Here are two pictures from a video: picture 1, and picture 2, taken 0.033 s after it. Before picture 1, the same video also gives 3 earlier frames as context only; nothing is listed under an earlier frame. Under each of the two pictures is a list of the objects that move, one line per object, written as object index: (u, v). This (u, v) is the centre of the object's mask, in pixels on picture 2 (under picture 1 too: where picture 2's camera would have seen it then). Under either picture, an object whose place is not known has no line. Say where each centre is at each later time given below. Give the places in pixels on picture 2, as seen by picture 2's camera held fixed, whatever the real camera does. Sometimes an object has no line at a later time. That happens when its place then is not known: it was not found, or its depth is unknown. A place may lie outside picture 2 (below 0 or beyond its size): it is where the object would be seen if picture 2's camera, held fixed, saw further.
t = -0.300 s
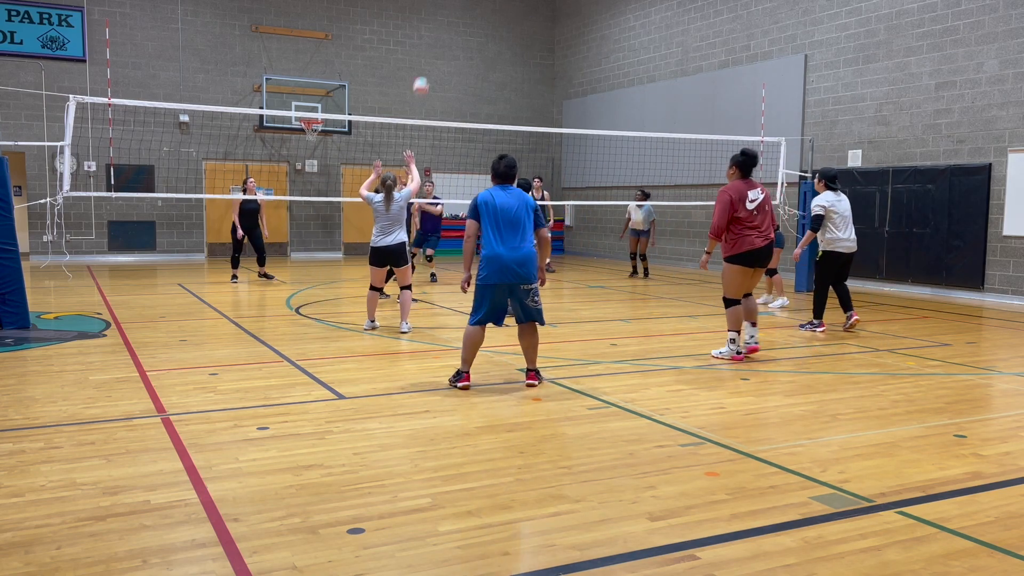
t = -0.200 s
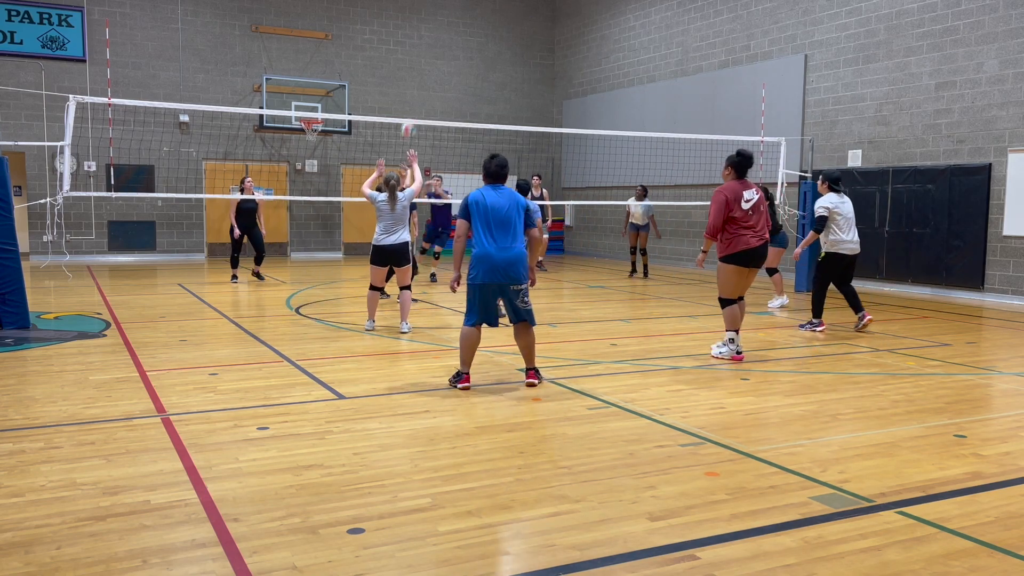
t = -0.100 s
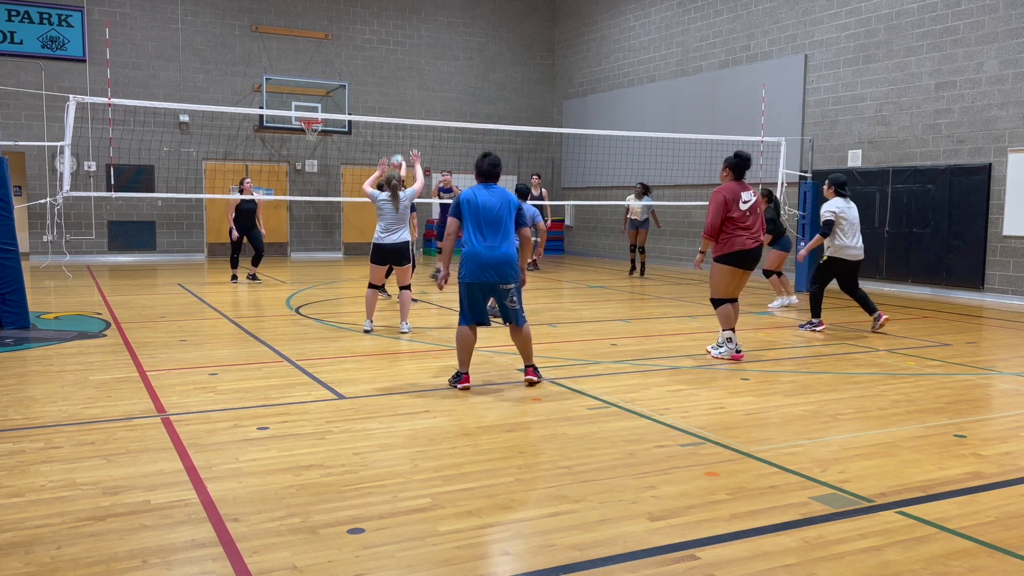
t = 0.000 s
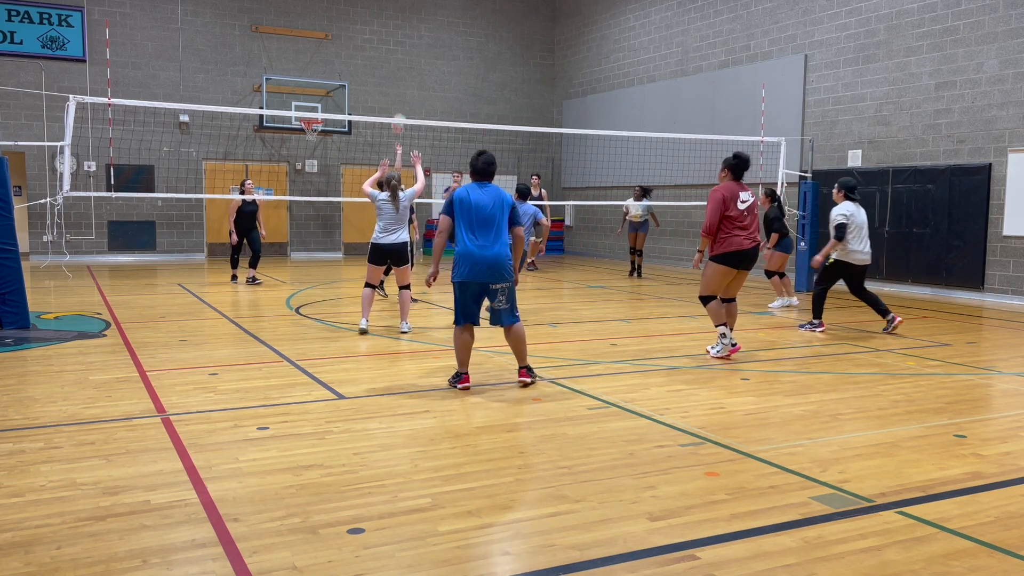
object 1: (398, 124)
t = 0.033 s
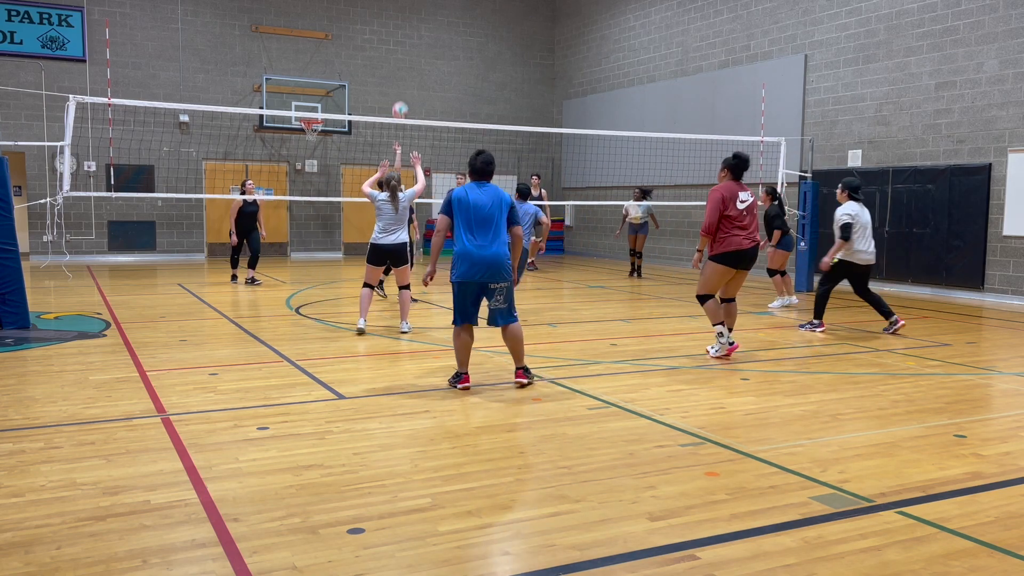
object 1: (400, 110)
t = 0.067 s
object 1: (401, 99)
